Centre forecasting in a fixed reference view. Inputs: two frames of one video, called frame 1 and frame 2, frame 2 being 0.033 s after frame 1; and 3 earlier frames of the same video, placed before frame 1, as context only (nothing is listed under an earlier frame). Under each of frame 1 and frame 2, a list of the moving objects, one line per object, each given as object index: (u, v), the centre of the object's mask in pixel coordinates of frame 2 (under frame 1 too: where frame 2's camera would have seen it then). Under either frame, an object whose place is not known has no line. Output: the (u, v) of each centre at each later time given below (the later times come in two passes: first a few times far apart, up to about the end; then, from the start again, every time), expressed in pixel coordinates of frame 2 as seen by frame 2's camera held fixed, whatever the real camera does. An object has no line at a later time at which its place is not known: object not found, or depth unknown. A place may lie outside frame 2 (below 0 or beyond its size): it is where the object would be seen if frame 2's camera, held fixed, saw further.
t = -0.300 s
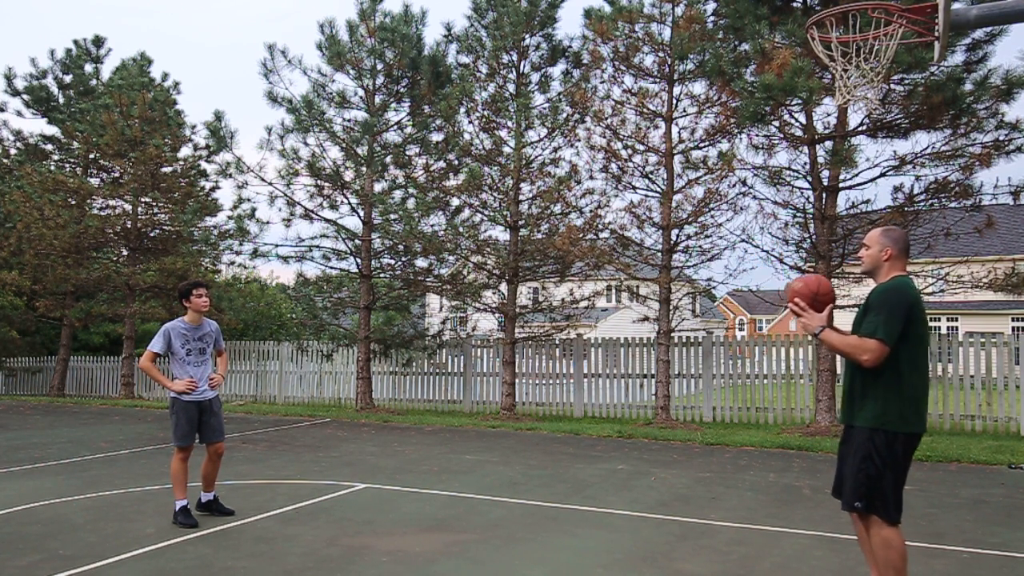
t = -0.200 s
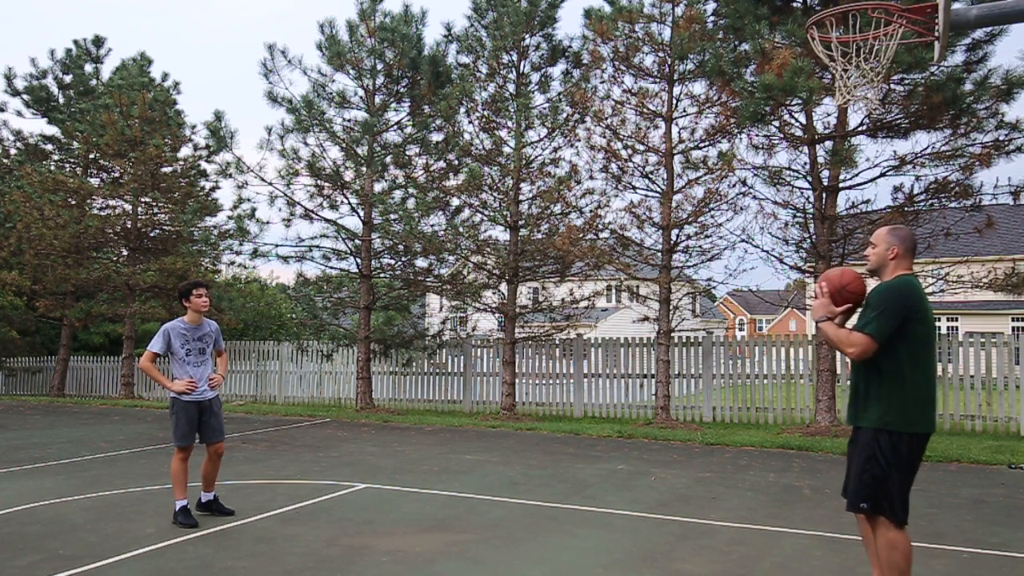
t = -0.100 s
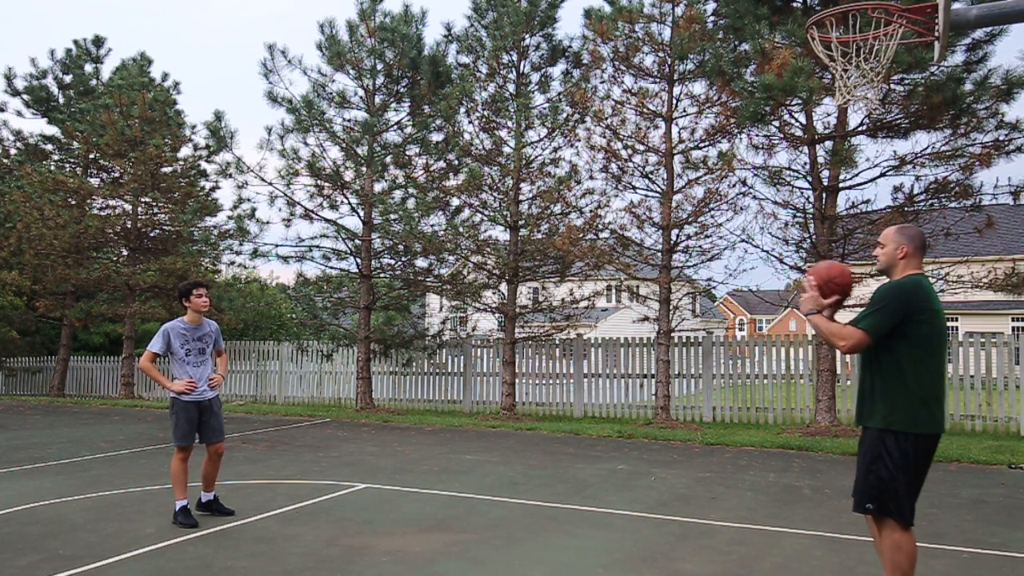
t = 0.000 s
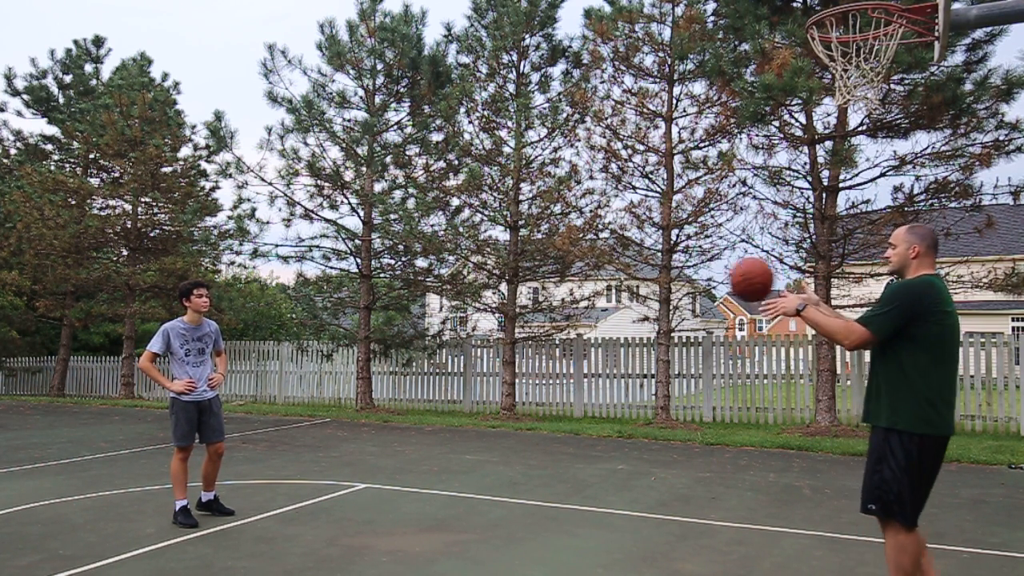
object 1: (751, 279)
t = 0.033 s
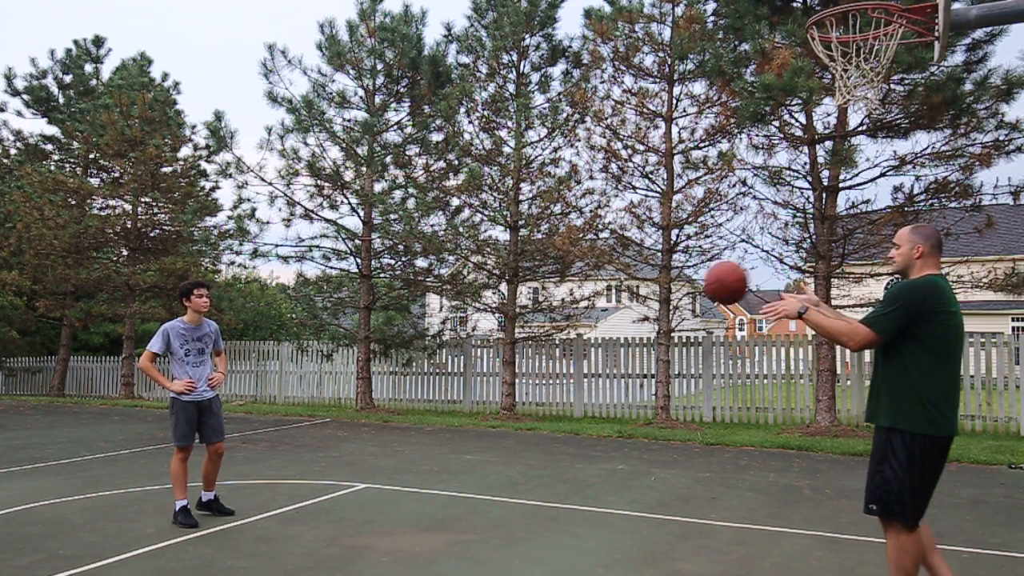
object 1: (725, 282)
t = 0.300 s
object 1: (547, 370)
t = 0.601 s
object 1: (393, 493)
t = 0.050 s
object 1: (713, 285)
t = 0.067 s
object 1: (701, 288)
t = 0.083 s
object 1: (689, 290)
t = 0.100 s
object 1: (678, 293)
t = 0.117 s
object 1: (666, 298)
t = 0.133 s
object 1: (654, 302)
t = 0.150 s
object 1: (644, 307)
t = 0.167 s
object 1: (632, 313)
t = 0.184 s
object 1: (620, 319)
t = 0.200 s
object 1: (609, 325)
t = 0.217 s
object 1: (598, 332)
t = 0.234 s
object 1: (588, 339)
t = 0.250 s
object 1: (578, 346)
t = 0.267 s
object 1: (568, 354)
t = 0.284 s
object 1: (557, 361)
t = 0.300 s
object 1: (547, 370)
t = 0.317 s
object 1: (537, 379)
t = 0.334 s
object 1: (527, 389)
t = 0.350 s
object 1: (517, 398)
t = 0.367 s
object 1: (507, 408)
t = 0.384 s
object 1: (499, 418)
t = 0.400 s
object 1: (489, 429)
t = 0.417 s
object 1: (480, 439)
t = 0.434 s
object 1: (470, 450)
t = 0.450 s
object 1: (461, 462)
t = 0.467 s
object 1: (452, 474)
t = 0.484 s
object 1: (444, 486)
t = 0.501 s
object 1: (434, 500)
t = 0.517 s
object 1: (426, 513)
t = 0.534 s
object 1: (417, 526)
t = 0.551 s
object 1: (409, 530)
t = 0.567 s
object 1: (404, 517)
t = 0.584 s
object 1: (398, 505)
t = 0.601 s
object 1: (393, 493)
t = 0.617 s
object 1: (387, 481)
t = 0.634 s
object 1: (381, 470)
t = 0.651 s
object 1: (376, 460)
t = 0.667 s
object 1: (370, 451)
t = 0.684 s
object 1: (365, 442)
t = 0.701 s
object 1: (359, 433)
